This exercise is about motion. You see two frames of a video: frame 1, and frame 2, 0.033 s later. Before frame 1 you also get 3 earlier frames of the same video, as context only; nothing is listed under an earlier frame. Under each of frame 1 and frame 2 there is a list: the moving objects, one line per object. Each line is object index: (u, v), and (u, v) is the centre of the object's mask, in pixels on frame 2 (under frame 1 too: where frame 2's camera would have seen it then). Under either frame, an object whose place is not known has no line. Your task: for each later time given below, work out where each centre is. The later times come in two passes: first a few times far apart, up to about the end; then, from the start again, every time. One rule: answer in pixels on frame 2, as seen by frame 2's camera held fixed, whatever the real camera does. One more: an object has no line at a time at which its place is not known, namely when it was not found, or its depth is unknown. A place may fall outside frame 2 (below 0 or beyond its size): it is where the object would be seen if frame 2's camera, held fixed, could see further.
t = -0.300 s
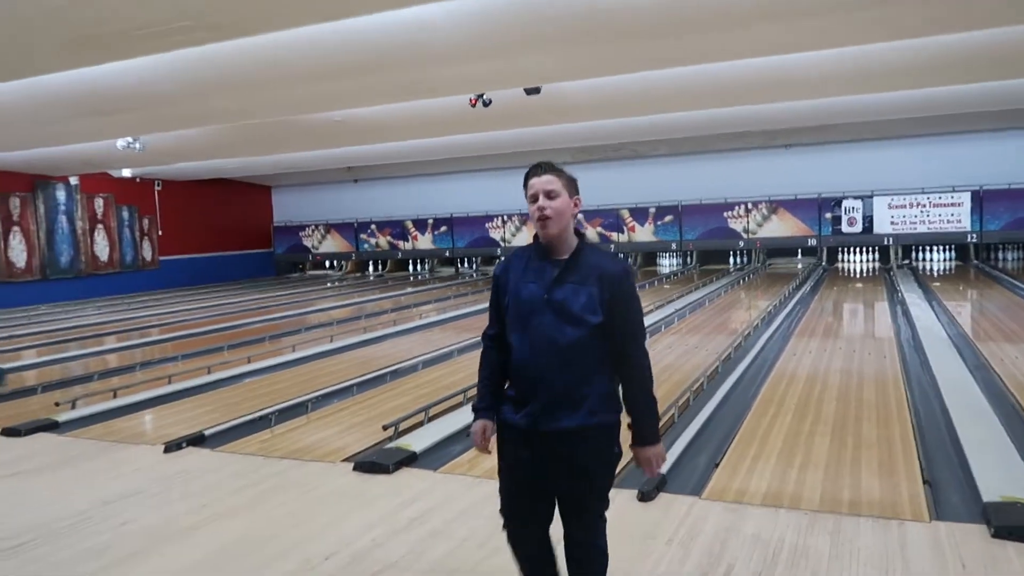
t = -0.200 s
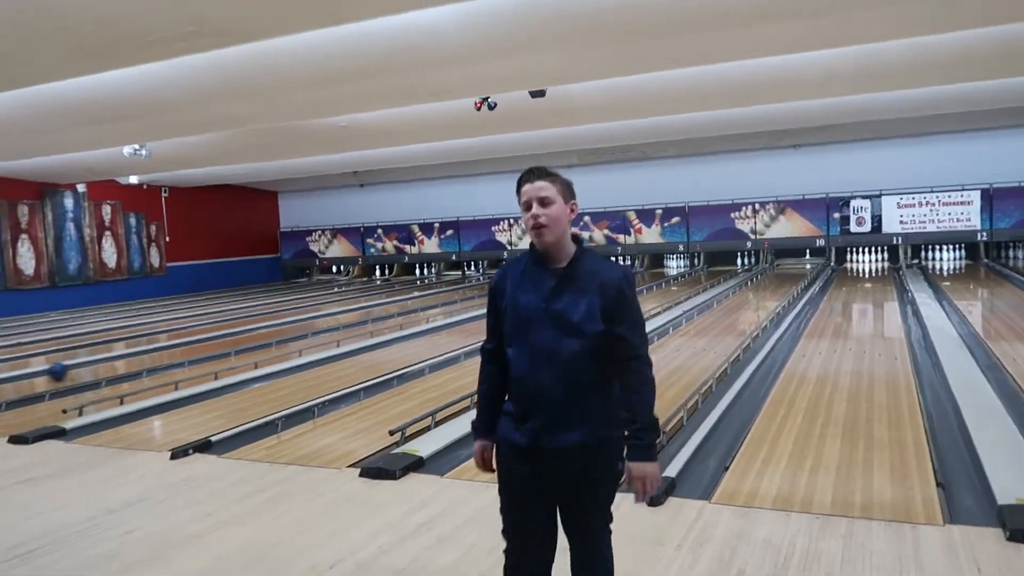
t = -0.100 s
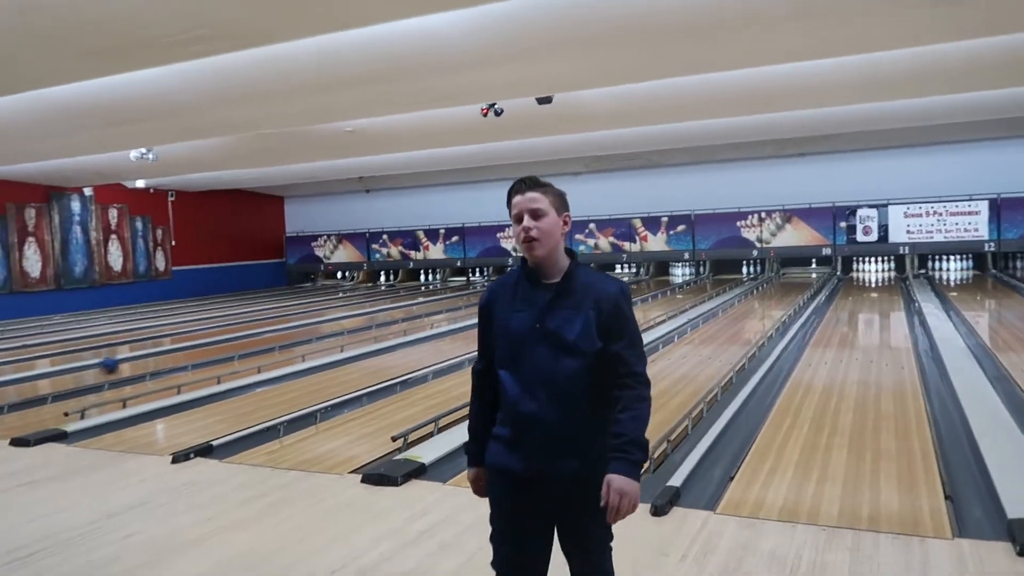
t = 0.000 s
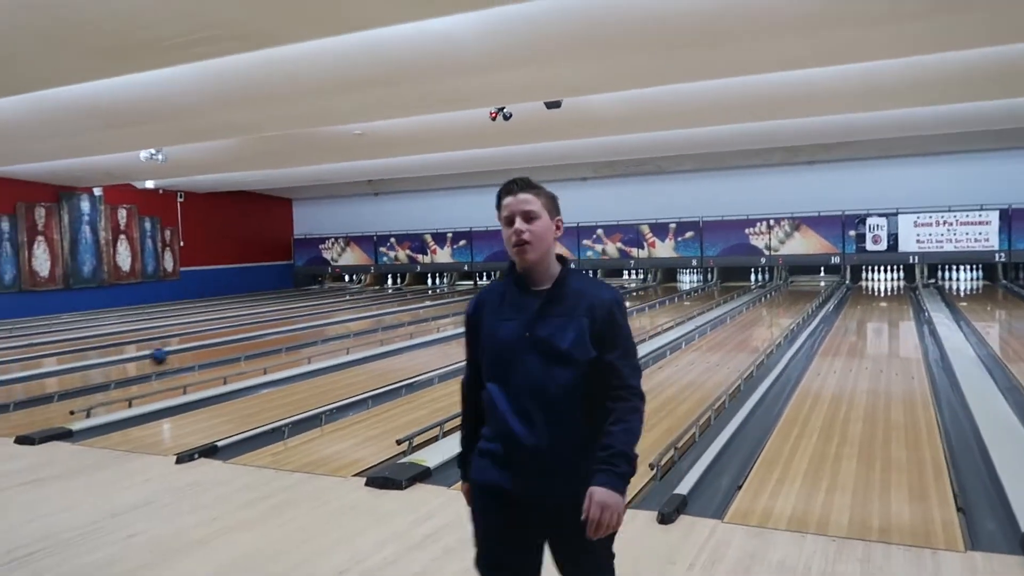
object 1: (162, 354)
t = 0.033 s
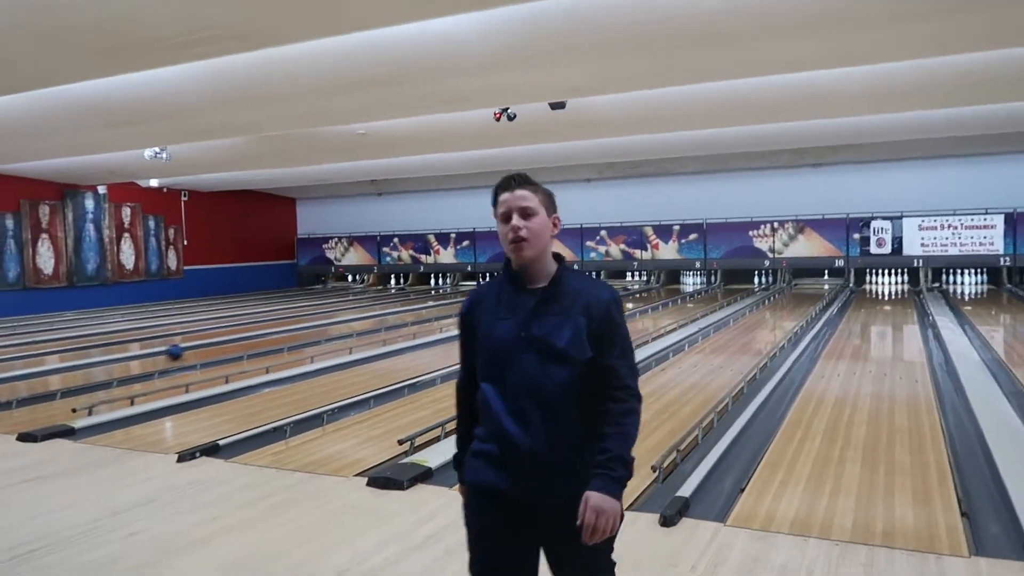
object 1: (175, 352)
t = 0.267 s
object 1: (253, 338)
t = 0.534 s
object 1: (325, 325)
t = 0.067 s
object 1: (187, 350)
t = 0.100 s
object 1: (199, 348)
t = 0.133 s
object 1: (211, 345)
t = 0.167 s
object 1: (222, 343)
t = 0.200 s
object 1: (233, 341)
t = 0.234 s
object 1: (243, 340)
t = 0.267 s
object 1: (253, 338)
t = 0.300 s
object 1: (263, 336)
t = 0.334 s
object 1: (273, 334)
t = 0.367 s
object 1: (282, 333)
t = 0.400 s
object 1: (291, 331)
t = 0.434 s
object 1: (300, 329)
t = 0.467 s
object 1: (308, 328)
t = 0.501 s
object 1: (317, 327)
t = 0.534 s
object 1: (325, 325)
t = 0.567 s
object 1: (333, 324)
